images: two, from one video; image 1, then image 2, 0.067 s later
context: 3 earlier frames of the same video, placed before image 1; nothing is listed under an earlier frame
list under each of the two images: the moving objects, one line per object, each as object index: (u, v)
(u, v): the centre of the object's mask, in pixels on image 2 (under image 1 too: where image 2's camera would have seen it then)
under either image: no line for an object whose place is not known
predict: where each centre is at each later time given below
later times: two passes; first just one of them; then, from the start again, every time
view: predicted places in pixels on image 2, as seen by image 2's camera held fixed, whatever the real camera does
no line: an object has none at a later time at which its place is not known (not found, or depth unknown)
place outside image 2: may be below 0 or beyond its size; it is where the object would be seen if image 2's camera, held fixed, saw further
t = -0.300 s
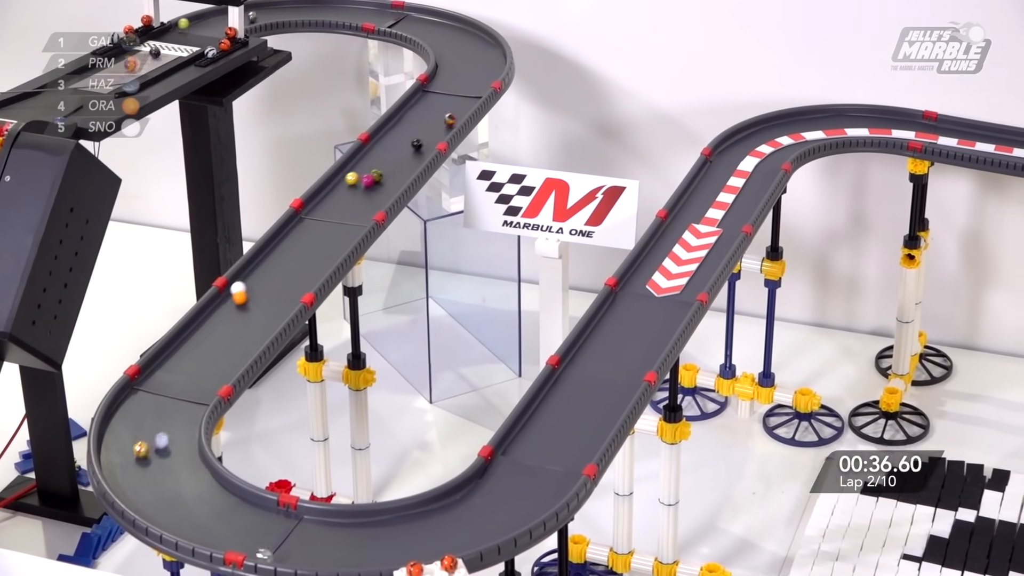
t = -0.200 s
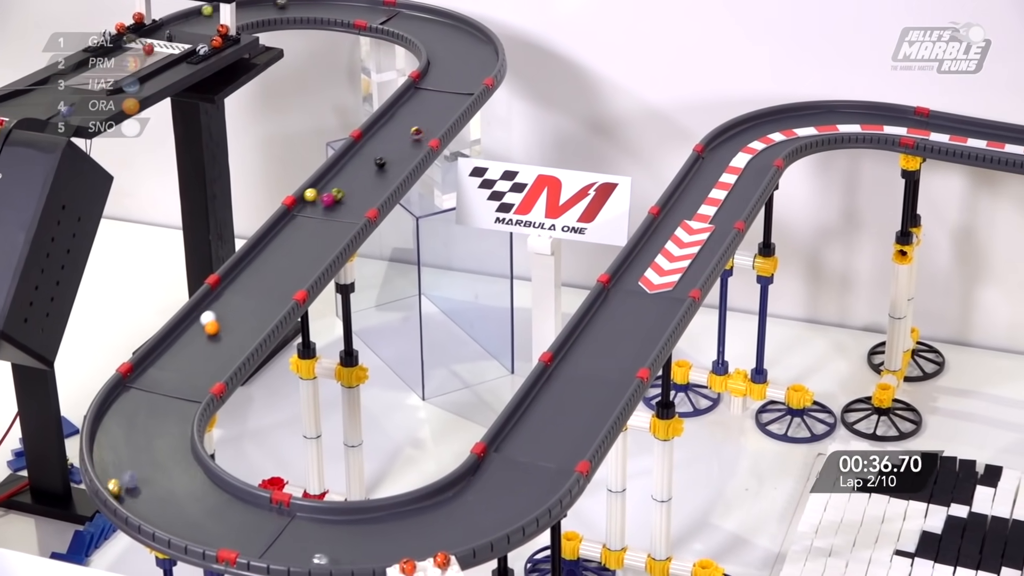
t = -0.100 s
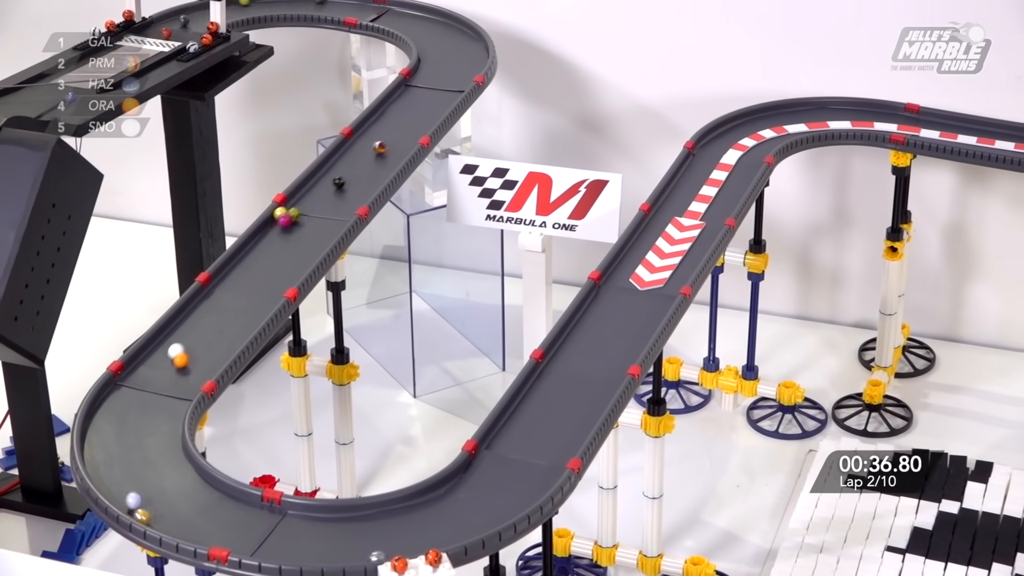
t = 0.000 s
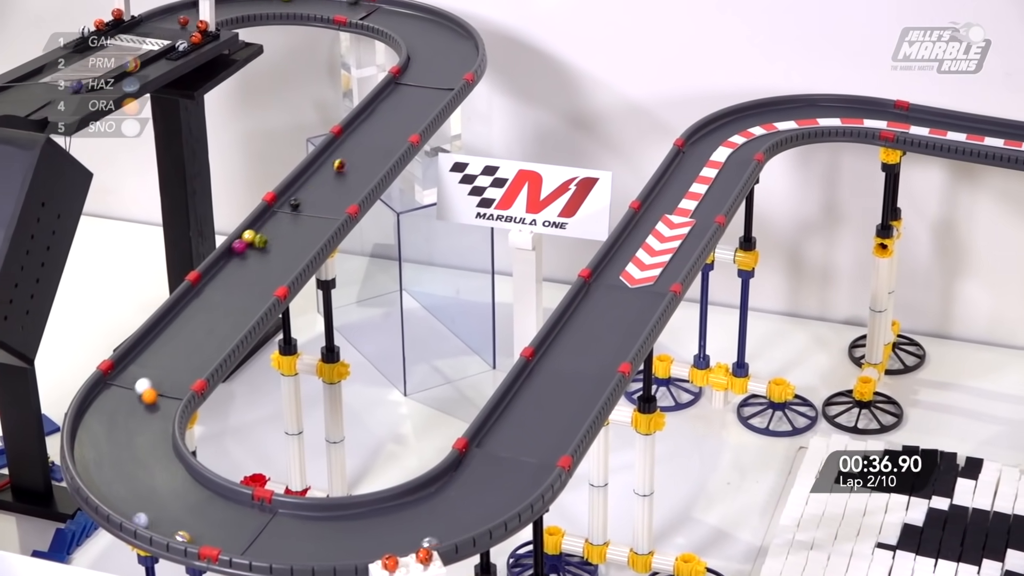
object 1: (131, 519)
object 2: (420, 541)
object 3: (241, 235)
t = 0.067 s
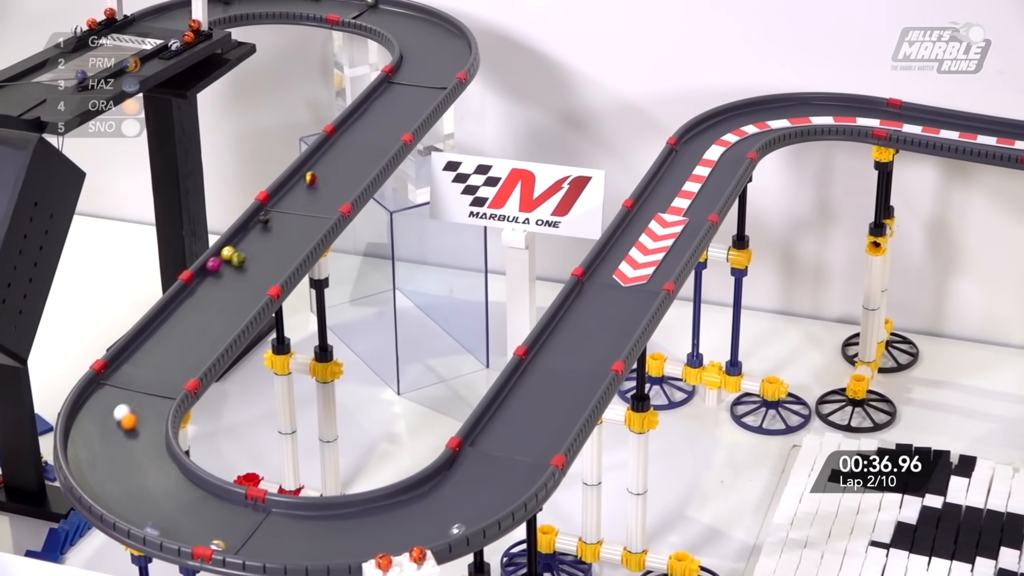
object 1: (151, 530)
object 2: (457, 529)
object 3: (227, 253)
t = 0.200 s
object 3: (202, 291)
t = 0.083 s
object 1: (154, 531)
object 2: (466, 525)
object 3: (224, 258)
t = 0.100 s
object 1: (163, 532)
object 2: (475, 522)
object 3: (221, 262)
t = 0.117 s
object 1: (170, 534)
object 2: (483, 519)
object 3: (218, 267)
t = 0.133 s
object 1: (175, 536)
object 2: (491, 515)
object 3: (214, 271)
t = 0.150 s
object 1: (182, 538)
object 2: (497, 511)
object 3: (211, 276)
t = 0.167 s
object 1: (188, 541)
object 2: (505, 507)
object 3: (208, 281)
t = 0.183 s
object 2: (512, 502)
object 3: (205, 286)
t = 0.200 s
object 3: (202, 291)
